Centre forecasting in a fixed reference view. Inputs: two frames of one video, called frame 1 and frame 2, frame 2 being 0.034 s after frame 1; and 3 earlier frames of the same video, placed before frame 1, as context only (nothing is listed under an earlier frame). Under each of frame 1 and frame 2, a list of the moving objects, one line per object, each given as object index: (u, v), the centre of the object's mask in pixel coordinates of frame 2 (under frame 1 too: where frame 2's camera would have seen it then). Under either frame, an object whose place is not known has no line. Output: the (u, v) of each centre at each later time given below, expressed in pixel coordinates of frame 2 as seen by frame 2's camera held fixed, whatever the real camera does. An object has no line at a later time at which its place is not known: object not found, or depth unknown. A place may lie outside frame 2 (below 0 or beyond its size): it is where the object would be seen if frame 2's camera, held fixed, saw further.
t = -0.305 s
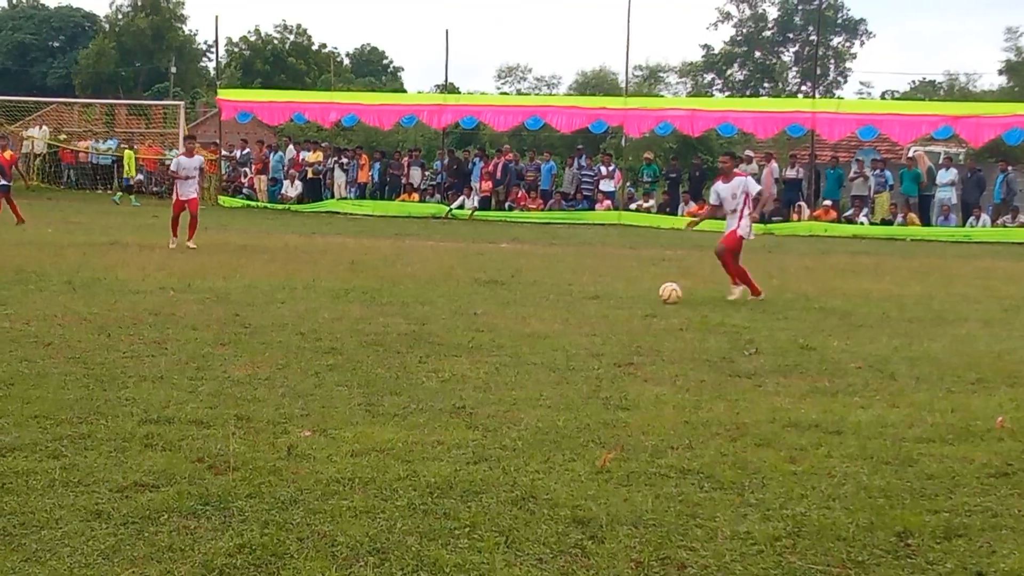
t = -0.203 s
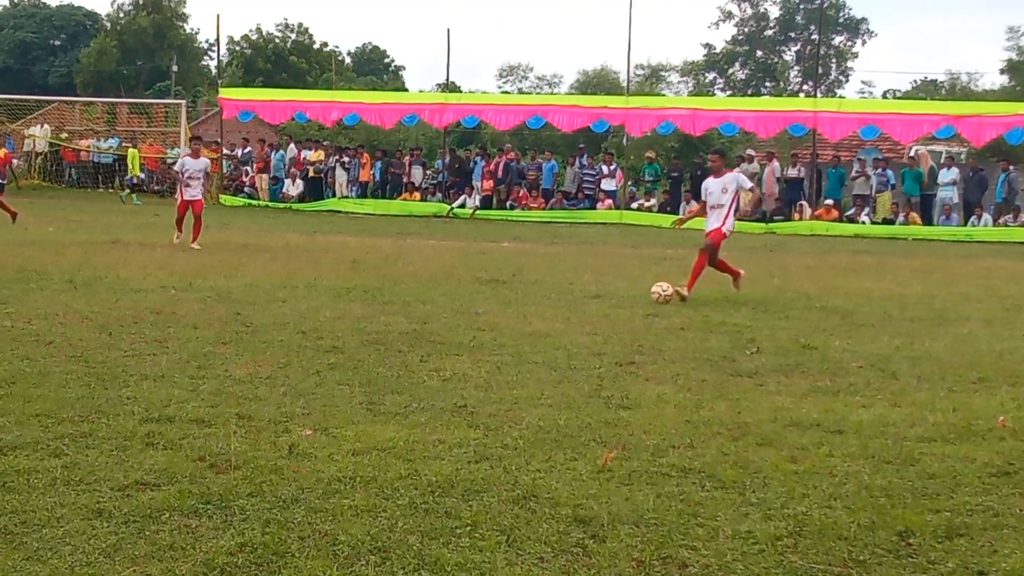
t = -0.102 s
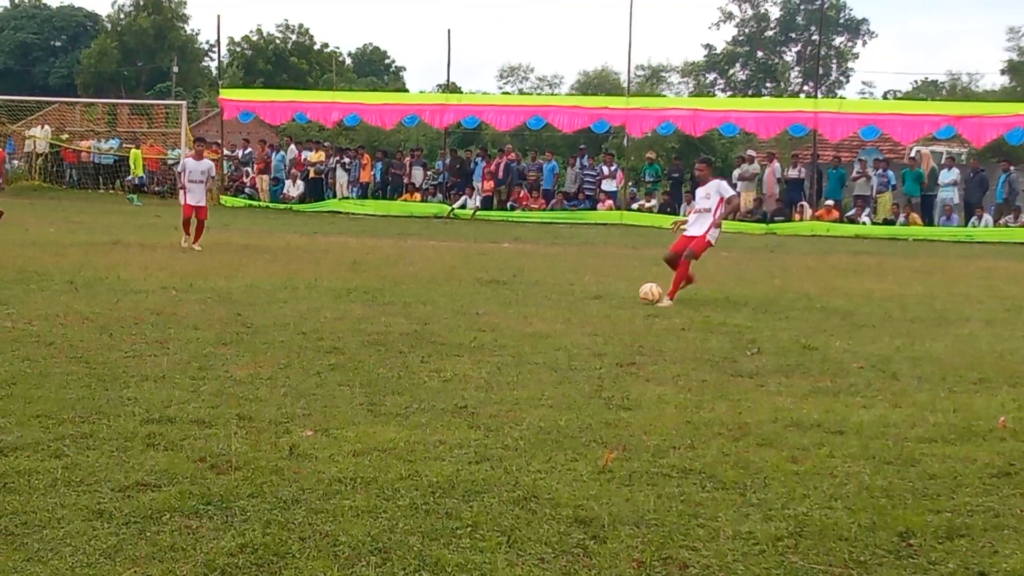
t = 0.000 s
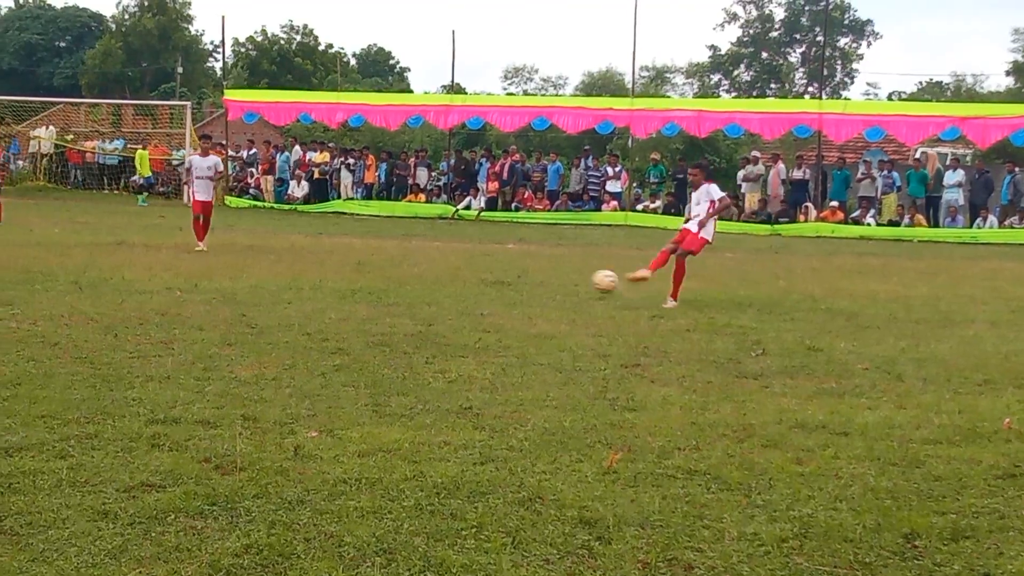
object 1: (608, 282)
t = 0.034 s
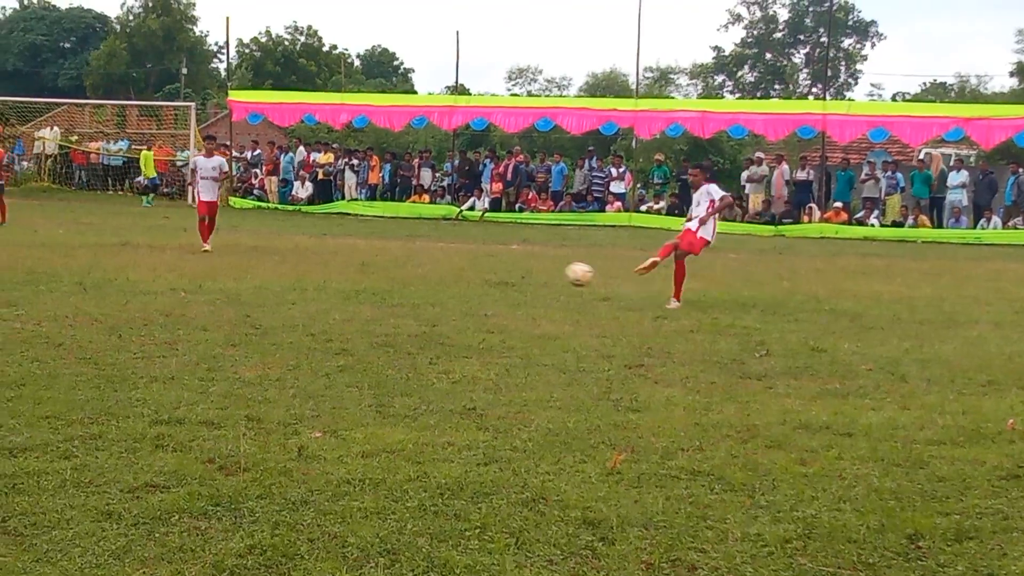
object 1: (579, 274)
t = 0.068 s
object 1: (548, 267)
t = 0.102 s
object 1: (519, 262)
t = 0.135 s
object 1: (489, 258)
